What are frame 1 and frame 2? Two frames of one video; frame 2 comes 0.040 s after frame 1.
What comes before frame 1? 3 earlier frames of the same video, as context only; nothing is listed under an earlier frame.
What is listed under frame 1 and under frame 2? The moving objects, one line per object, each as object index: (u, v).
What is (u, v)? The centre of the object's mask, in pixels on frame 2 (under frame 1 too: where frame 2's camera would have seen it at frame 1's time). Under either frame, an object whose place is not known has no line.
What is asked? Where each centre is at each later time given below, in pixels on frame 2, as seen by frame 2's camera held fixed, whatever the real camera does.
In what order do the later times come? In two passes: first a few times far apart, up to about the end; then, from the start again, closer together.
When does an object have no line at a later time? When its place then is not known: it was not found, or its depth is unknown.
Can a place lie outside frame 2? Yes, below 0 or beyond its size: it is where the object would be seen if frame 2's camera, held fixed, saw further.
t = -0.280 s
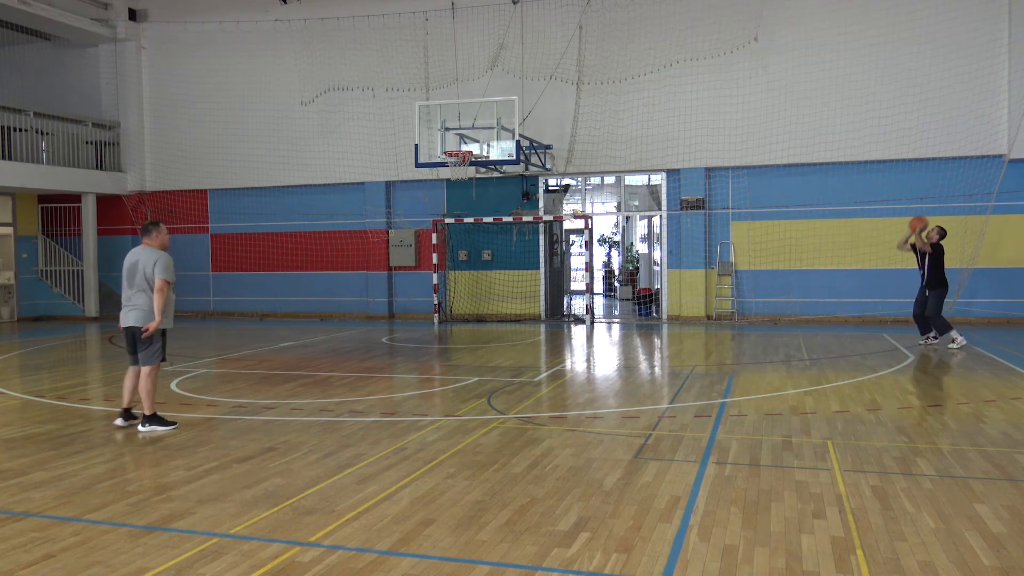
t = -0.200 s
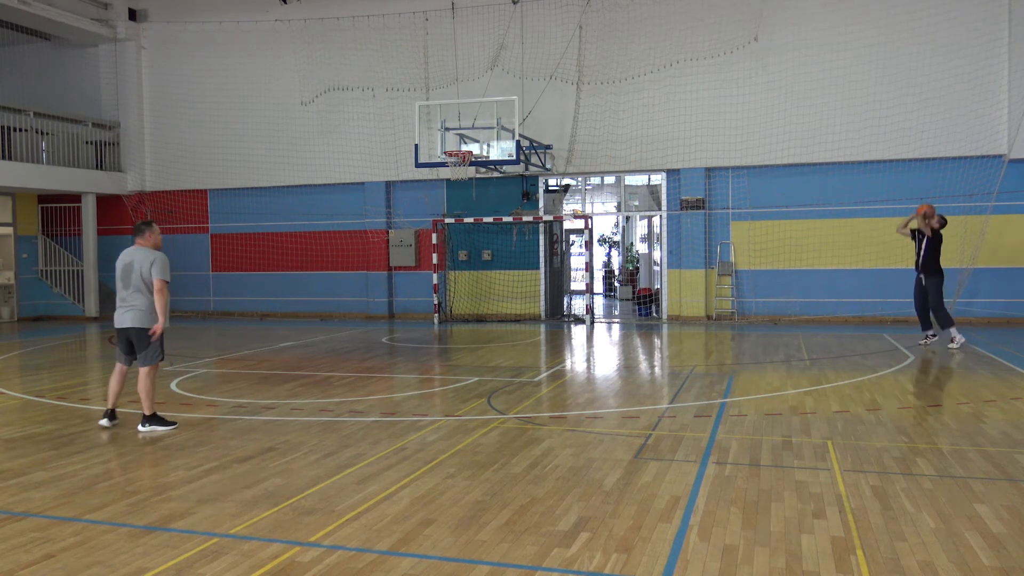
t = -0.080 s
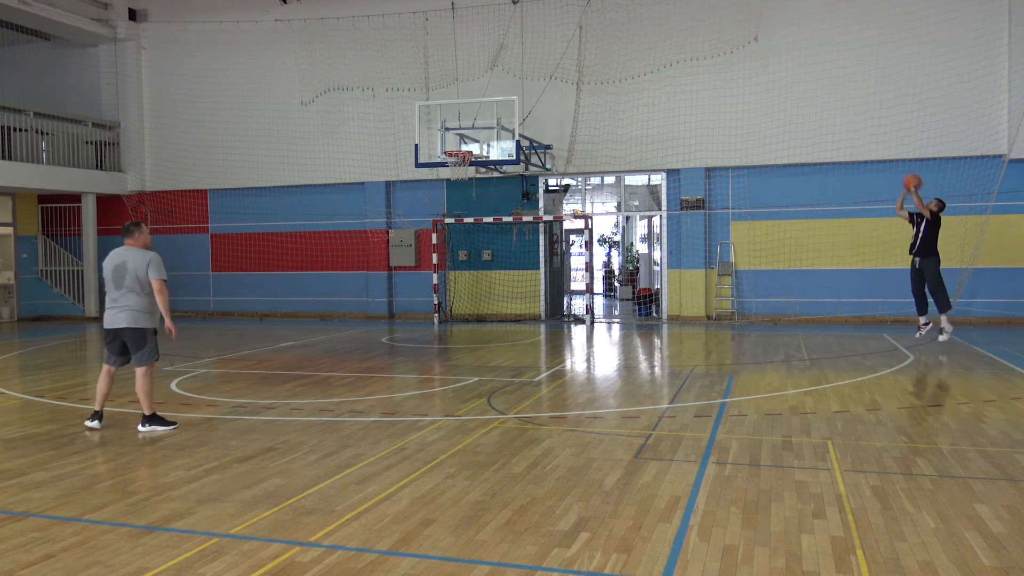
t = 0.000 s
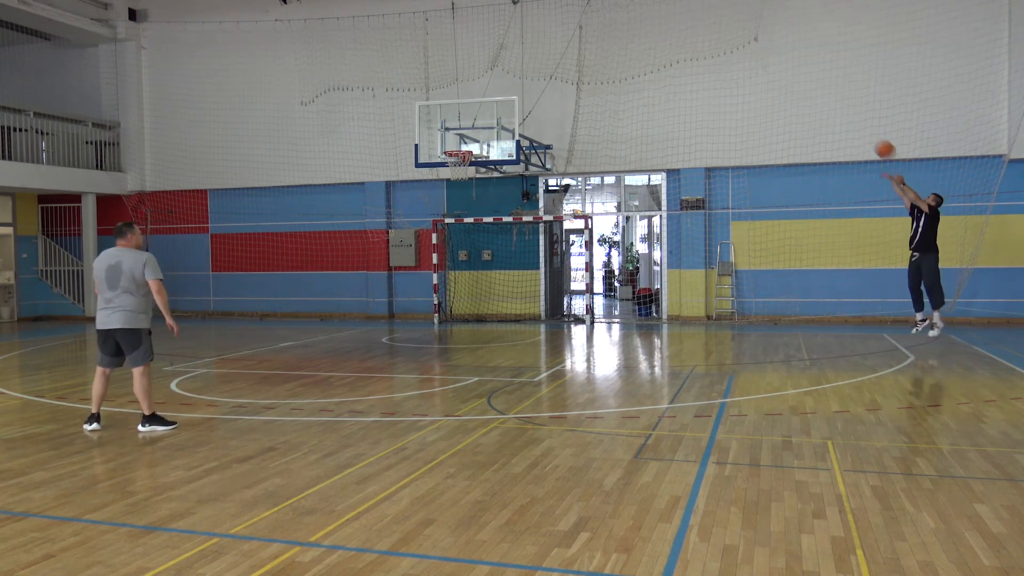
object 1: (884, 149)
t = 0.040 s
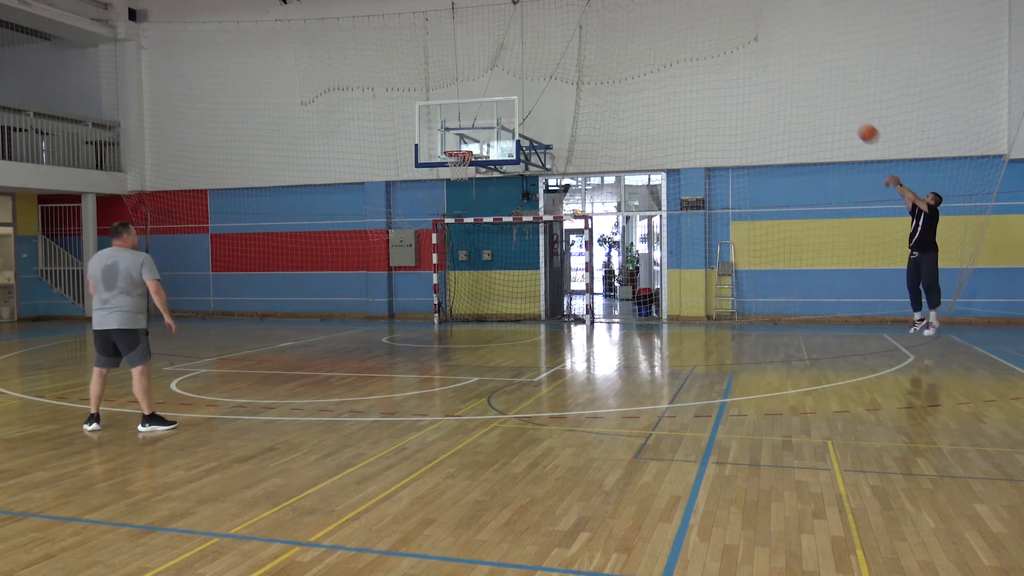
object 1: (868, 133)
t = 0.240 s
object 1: (787, 70)
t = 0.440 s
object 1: (711, 36)
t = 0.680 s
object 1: (627, 31)
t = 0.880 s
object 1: (563, 56)
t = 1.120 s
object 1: (490, 114)
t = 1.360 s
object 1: (441, 169)
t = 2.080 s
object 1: (401, 306)
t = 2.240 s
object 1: (412, 268)
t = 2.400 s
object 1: (422, 245)
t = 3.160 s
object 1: (482, 324)
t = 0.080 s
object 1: (851, 118)
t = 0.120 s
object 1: (835, 104)
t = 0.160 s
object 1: (819, 92)
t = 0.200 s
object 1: (803, 80)
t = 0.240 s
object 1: (787, 70)
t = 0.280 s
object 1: (771, 60)
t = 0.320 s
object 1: (756, 52)
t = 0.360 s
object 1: (741, 46)
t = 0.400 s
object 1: (726, 41)
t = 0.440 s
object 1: (711, 36)
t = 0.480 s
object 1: (697, 33)
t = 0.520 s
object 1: (683, 30)
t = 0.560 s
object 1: (669, 29)
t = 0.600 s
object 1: (655, 29)
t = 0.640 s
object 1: (641, 30)
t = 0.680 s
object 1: (627, 31)
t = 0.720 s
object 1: (614, 35)
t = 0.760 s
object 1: (601, 38)
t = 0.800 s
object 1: (588, 43)
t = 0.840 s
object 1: (575, 49)
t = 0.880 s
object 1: (563, 56)
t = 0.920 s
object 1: (550, 63)
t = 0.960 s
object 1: (538, 72)
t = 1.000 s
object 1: (526, 81)
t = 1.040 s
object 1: (513, 91)
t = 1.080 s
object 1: (501, 102)
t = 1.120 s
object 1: (490, 114)
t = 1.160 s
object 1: (478, 127)
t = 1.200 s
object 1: (466, 141)
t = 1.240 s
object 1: (454, 150)
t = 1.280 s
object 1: (446, 165)
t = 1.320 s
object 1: (444, 167)
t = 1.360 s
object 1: (441, 169)
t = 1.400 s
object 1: (438, 173)
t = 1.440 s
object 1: (435, 177)
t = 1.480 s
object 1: (432, 182)
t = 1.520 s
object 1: (429, 189)
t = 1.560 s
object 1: (426, 196)
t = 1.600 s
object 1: (423, 204)
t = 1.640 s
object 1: (420, 213)
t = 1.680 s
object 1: (418, 223)
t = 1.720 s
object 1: (415, 235)
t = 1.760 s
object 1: (411, 246)
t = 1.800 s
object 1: (408, 259)
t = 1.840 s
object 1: (406, 273)
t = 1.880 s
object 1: (403, 287)
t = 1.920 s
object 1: (400, 302)
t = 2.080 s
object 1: (401, 306)
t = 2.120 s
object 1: (404, 295)
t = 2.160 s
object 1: (406, 286)
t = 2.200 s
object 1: (409, 276)
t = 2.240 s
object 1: (412, 268)
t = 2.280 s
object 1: (414, 261)
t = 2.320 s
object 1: (416, 256)
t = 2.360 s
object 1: (420, 249)
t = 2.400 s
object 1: (422, 245)
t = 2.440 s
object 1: (425, 242)
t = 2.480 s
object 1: (430, 240)
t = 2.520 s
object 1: (432, 239)
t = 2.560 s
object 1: (435, 238)
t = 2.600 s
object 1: (438, 239)
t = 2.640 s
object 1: (441, 240)
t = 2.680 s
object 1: (444, 243)
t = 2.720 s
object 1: (448, 246)
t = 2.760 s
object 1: (451, 250)
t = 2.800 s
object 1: (454, 256)
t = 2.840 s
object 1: (458, 262)
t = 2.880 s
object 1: (461, 270)
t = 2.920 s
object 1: (464, 278)
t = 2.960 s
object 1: (467, 287)
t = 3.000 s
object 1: (471, 298)
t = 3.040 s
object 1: (473, 309)
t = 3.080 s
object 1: (477, 321)
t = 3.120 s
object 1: (480, 333)
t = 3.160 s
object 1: (482, 324)
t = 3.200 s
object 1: (484, 316)
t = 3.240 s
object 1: (486, 307)
